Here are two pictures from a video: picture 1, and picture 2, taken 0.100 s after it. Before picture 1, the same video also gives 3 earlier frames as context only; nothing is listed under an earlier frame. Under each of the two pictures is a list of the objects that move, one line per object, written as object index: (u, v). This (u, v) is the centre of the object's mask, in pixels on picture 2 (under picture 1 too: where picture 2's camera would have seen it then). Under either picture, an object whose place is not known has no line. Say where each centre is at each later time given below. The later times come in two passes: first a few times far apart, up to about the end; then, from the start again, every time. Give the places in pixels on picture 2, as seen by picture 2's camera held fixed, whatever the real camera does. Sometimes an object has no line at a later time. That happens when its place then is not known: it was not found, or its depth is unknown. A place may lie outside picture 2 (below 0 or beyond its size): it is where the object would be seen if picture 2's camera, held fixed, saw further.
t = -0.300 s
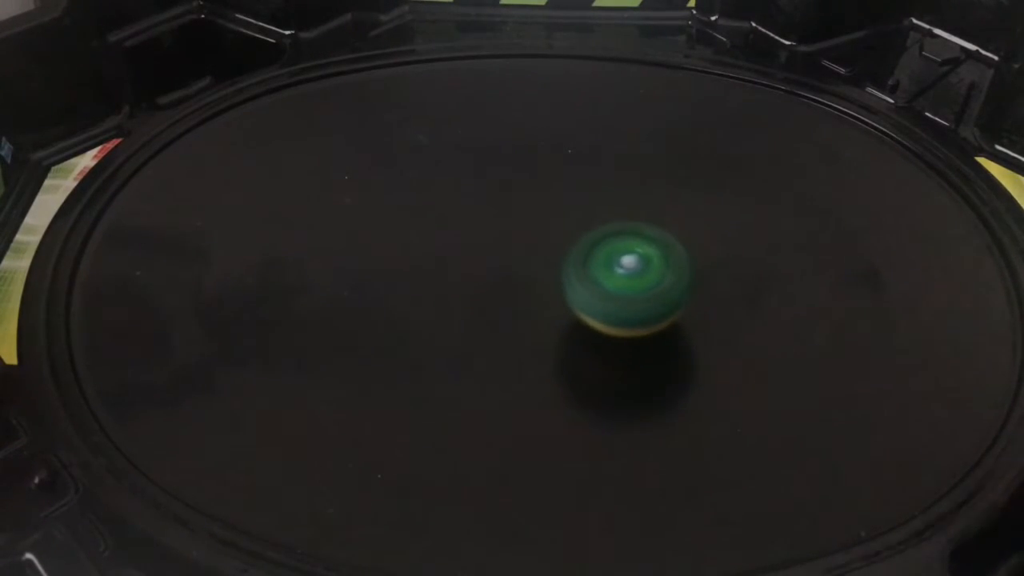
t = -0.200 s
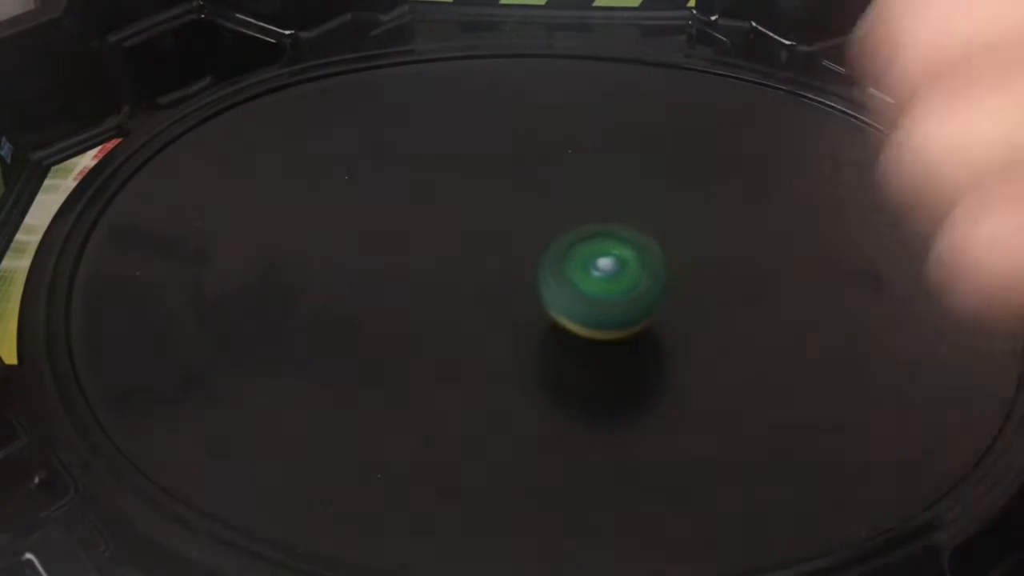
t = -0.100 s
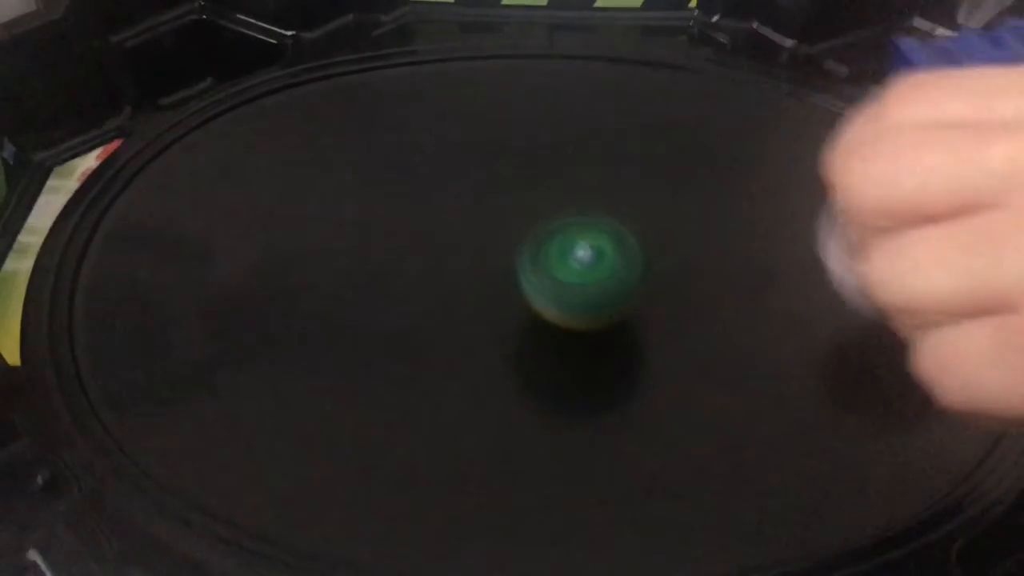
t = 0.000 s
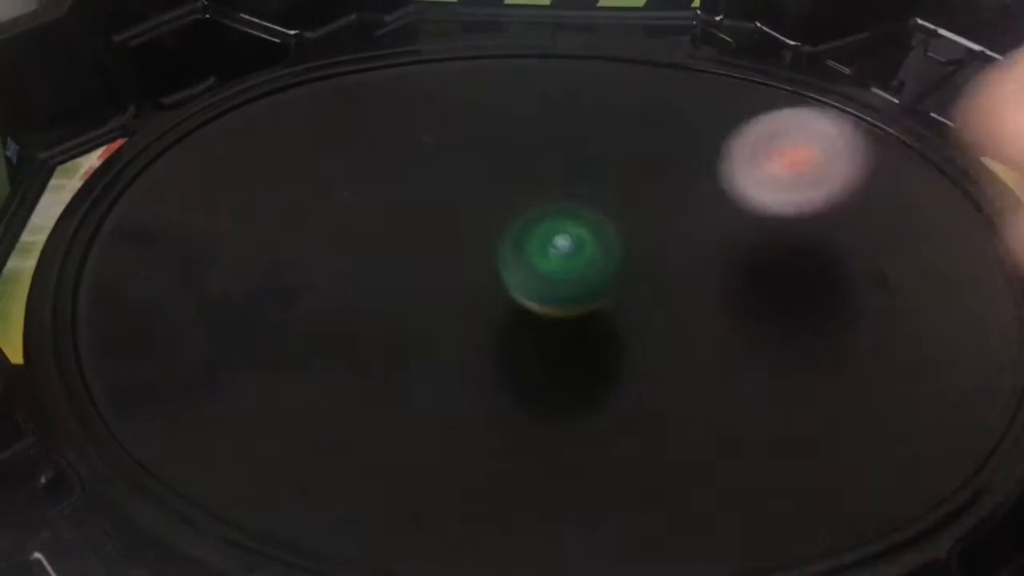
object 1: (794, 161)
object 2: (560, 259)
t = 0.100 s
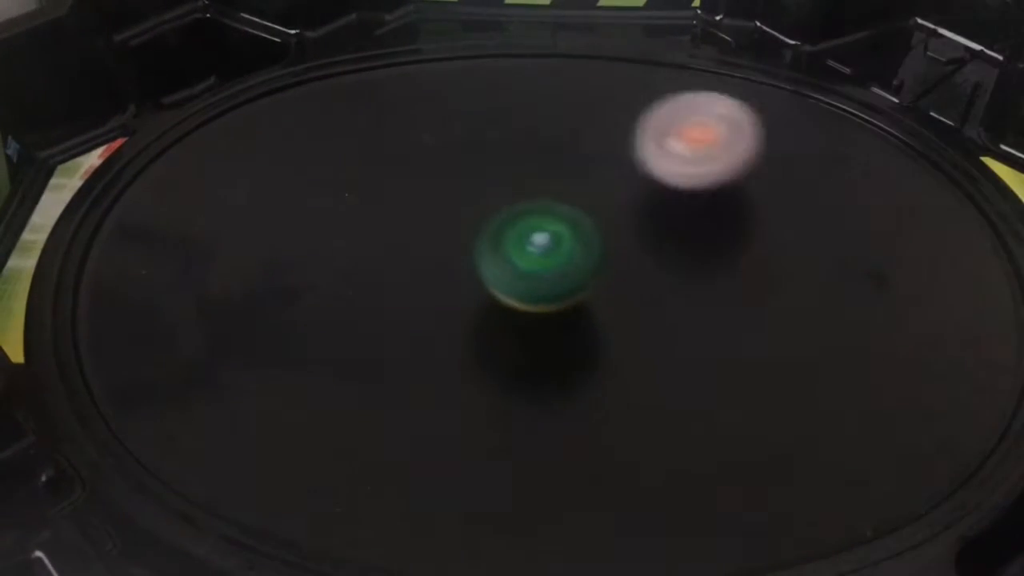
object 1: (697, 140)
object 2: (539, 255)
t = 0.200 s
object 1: (625, 151)
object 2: (517, 249)
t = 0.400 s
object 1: (598, 201)
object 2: (412, 268)
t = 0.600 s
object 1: (601, 273)
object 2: (351, 248)
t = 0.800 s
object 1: (667, 318)
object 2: (338, 230)
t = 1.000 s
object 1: (699, 313)
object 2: (386, 233)
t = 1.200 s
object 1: (674, 293)
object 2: (453, 263)
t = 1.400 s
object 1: (640, 278)
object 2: (489, 301)
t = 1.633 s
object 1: (616, 248)
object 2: (483, 331)
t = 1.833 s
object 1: (576, 241)
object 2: (490, 336)
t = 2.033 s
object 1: (558, 215)
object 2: (491, 341)
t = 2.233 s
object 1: (502, 203)
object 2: (496, 321)
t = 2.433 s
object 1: (450, 142)
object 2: (522, 339)
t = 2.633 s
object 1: (385, 130)
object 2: (532, 322)
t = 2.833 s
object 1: (352, 154)
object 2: (574, 292)
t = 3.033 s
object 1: (380, 211)
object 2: (638, 261)
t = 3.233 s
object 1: (471, 267)
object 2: (686, 257)
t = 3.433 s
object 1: (548, 298)
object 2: (715, 259)
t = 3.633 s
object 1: (551, 335)
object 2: (741, 267)
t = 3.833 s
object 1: (608, 354)
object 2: (704, 278)
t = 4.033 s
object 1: (583, 390)
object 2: (675, 242)
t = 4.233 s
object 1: (591, 392)
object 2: (645, 216)
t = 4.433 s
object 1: (578, 356)
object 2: (602, 204)
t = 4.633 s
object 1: (541, 299)
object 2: (556, 199)
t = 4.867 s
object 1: (479, 278)
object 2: (524, 180)
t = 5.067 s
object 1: (435, 266)
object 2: (519, 186)
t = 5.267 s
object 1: (396, 273)
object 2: (526, 203)
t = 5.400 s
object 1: (396, 274)
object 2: (533, 221)
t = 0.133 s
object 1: (670, 138)
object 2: (531, 253)
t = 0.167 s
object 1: (646, 143)
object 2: (524, 251)
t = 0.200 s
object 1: (625, 151)
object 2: (517, 249)
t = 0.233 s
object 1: (607, 163)
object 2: (509, 247)
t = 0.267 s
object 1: (593, 175)
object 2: (498, 248)
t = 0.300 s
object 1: (598, 176)
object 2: (471, 258)
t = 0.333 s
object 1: (604, 180)
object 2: (446, 266)
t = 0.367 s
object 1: (603, 189)
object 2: (427, 269)
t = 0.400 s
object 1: (598, 201)
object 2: (412, 268)
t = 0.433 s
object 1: (594, 213)
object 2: (398, 266)
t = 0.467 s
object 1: (591, 223)
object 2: (387, 262)
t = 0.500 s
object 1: (590, 234)
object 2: (377, 259)
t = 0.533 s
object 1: (592, 244)
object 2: (367, 255)
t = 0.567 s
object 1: (596, 258)
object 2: (359, 252)
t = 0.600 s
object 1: (601, 273)
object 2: (351, 248)
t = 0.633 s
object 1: (607, 287)
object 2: (345, 245)
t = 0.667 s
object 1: (616, 297)
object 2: (341, 241)
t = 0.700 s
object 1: (628, 304)
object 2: (337, 238)
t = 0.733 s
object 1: (641, 310)
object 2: (335, 235)
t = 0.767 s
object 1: (654, 315)
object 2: (335, 232)
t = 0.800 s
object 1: (667, 318)
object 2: (338, 230)
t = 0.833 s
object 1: (678, 319)
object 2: (343, 228)
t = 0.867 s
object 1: (687, 318)
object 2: (349, 228)
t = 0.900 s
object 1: (692, 316)
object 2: (357, 227)
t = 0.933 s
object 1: (695, 315)
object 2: (366, 229)
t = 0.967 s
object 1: (697, 314)
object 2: (376, 231)
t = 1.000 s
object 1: (699, 313)
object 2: (386, 233)
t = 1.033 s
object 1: (699, 311)
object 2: (397, 237)
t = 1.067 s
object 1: (698, 308)
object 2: (408, 241)
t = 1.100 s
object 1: (696, 305)
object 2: (419, 246)
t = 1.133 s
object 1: (690, 301)
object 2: (431, 251)
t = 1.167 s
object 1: (683, 297)
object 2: (442, 257)
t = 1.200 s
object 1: (674, 293)
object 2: (453, 263)
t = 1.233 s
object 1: (664, 290)
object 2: (464, 269)
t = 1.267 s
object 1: (652, 286)
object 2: (476, 275)
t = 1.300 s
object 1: (642, 284)
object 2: (486, 281)
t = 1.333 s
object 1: (636, 282)
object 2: (491, 288)
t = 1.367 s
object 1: (641, 280)
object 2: (487, 295)
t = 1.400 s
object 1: (640, 278)
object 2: (489, 301)
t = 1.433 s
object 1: (635, 274)
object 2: (492, 305)
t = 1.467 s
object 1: (628, 271)
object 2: (495, 310)
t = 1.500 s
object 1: (628, 265)
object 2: (492, 314)
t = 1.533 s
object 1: (631, 259)
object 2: (485, 320)
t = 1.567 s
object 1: (629, 255)
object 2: (483, 324)
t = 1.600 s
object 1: (623, 251)
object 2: (483, 328)
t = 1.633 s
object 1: (616, 248)
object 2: (483, 331)
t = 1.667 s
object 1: (607, 245)
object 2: (483, 333)
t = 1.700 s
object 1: (599, 243)
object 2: (484, 335)
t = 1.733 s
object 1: (592, 242)
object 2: (485, 336)
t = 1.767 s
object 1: (586, 242)
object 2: (486, 336)
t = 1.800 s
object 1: (581, 241)
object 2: (487, 336)
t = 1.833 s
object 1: (576, 241)
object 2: (490, 336)
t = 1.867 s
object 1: (571, 241)
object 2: (493, 334)
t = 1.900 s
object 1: (568, 240)
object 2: (495, 333)
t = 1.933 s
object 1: (571, 231)
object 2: (492, 339)
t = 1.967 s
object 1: (571, 224)
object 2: (492, 341)
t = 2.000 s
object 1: (566, 219)
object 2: (491, 341)
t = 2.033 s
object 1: (558, 215)
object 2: (491, 341)
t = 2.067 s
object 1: (550, 211)
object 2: (490, 339)
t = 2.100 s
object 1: (541, 208)
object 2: (490, 337)
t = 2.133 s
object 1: (531, 206)
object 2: (490, 333)
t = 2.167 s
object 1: (521, 204)
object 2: (492, 330)
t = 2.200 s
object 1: (511, 203)
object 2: (494, 326)
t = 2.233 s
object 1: (502, 203)
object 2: (496, 321)
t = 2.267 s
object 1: (493, 204)
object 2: (500, 316)
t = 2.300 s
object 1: (484, 205)
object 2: (504, 311)
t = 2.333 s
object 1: (476, 197)
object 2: (509, 315)
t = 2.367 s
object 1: (467, 171)
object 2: (515, 331)
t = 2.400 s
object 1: (459, 153)
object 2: (520, 338)
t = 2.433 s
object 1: (450, 142)
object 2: (522, 339)
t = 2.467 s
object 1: (440, 137)
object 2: (523, 337)
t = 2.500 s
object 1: (428, 133)
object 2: (525, 335)
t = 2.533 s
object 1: (416, 131)
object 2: (526, 333)
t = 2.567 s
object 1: (405, 130)
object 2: (528, 330)
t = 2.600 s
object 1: (394, 129)
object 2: (530, 326)
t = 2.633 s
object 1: (385, 130)
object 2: (532, 322)
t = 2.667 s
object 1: (376, 131)
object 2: (537, 318)
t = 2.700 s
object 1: (369, 133)
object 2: (541, 314)
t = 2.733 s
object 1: (363, 137)
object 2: (546, 309)
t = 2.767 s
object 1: (358, 142)
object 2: (553, 303)
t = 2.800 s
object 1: (354, 148)
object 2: (562, 298)
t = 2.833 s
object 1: (352, 154)
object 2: (574, 292)
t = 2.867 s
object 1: (352, 162)
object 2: (585, 285)
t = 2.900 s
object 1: (353, 171)
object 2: (596, 279)
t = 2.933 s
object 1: (357, 180)
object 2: (607, 272)
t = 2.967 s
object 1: (363, 191)
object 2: (617, 266)
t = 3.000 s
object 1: (371, 201)
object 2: (628, 263)
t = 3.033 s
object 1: (380, 211)
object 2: (638, 261)
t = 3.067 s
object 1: (391, 221)
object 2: (649, 259)
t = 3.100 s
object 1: (404, 230)
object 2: (659, 258)
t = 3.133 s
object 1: (419, 240)
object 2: (668, 257)
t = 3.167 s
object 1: (435, 249)
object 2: (675, 257)
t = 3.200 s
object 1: (452, 258)
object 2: (681, 257)
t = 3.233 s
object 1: (471, 267)
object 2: (686, 257)
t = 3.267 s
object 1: (490, 273)
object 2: (690, 258)
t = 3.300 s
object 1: (508, 277)
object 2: (691, 258)
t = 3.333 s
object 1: (527, 281)
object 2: (693, 259)
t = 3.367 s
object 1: (546, 286)
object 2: (694, 260)
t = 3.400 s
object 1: (563, 291)
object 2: (694, 261)
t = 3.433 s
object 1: (548, 298)
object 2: (715, 259)
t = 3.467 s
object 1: (532, 306)
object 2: (730, 257)
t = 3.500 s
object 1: (525, 313)
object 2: (737, 258)
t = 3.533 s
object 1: (525, 318)
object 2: (741, 260)
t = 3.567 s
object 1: (532, 323)
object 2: (743, 262)
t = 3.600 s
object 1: (541, 330)
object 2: (743, 265)
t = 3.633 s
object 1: (551, 335)
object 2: (741, 267)
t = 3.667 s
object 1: (560, 340)
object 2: (738, 270)
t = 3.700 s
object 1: (569, 344)
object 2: (734, 272)
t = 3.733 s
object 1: (579, 348)
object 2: (728, 274)
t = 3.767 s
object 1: (589, 351)
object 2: (722, 276)
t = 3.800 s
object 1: (599, 353)
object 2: (714, 278)
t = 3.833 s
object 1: (608, 354)
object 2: (704, 278)
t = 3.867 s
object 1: (613, 356)
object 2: (696, 275)
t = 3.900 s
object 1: (598, 371)
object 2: (693, 266)
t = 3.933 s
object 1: (587, 380)
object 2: (689, 257)
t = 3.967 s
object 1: (581, 384)
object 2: (684, 252)
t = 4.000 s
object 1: (582, 388)
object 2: (680, 247)
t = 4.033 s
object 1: (583, 390)
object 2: (675, 242)
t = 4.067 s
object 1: (584, 393)
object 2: (671, 237)
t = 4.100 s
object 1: (586, 394)
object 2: (666, 233)
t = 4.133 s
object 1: (588, 395)
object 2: (661, 228)
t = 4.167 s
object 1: (590, 395)
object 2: (655, 224)
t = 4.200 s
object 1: (591, 394)
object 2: (651, 220)
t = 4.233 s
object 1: (591, 392)
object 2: (645, 216)
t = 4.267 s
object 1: (591, 388)
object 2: (638, 213)
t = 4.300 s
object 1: (590, 383)
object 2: (632, 211)
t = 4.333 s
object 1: (588, 378)
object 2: (625, 209)
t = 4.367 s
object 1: (586, 371)
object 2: (619, 207)
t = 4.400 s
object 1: (582, 364)
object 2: (610, 205)
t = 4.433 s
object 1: (578, 356)
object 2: (602, 204)
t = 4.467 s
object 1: (573, 348)
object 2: (593, 203)
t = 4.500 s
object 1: (567, 339)
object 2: (585, 202)
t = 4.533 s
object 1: (561, 329)
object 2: (578, 201)
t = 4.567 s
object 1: (554, 319)
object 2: (570, 199)
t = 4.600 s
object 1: (547, 310)
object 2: (563, 200)
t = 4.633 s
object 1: (541, 299)
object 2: (556, 199)
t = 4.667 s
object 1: (532, 292)
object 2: (549, 197)
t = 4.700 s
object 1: (522, 296)
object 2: (542, 191)
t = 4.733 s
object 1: (512, 295)
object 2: (536, 189)
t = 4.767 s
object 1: (505, 289)
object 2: (532, 186)
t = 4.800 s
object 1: (499, 283)
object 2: (527, 185)
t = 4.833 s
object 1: (493, 276)
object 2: (525, 184)
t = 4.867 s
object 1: (479, 278)
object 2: (524, 180)
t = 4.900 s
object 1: (468, 279)
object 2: (523, 176)
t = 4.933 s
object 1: (459, 277)
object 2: (522, 176)
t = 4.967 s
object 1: (453, 274)
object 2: (522, 177)
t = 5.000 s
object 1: (446, 272)
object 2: (521, 179)
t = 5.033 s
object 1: (441, 269)
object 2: (520, 182)
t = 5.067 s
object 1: (435, 266)
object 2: (519, 186)
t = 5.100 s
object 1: (431, 264)
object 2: (518, 190)
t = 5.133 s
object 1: (427, 261)
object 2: (517, 195)
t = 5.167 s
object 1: (416, 264)
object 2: (519, 196)
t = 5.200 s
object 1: (405, 271)
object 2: (522, 198)
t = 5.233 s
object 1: (399, 273)
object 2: (524, 200)
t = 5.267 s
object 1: (396, 273)
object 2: (526, 203)
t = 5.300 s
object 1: (394, 273)
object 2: (529, 206)
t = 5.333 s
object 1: (394, 274)
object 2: (531, 211)
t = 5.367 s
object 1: (394, 274)
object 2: (533, 216)
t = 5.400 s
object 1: (396, 274)
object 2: (533, 221)
